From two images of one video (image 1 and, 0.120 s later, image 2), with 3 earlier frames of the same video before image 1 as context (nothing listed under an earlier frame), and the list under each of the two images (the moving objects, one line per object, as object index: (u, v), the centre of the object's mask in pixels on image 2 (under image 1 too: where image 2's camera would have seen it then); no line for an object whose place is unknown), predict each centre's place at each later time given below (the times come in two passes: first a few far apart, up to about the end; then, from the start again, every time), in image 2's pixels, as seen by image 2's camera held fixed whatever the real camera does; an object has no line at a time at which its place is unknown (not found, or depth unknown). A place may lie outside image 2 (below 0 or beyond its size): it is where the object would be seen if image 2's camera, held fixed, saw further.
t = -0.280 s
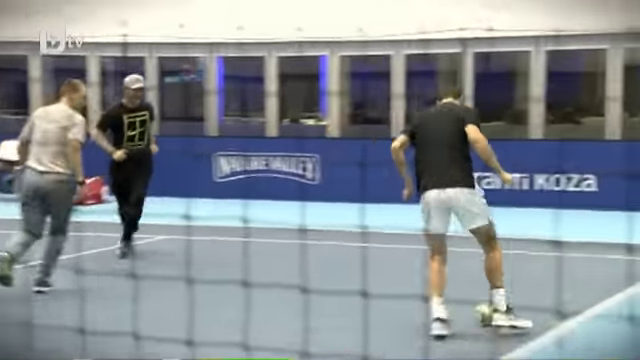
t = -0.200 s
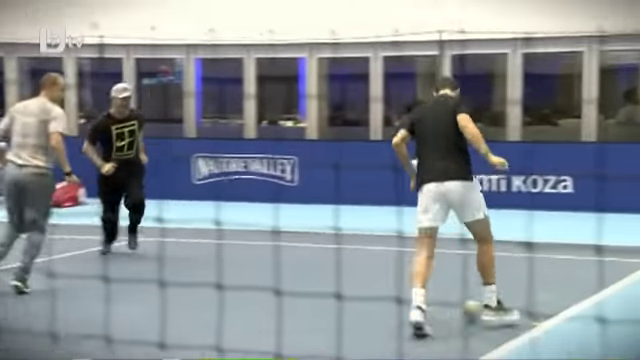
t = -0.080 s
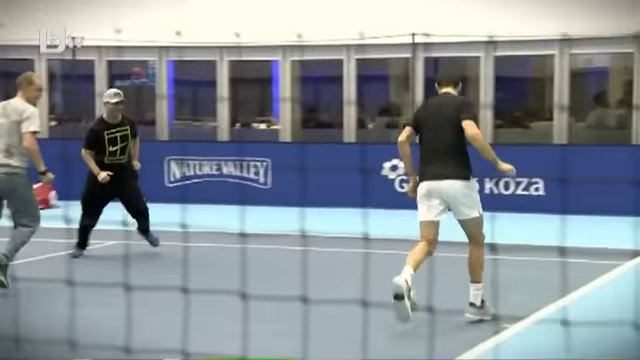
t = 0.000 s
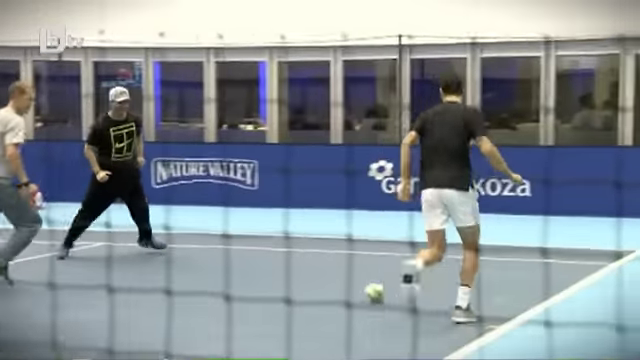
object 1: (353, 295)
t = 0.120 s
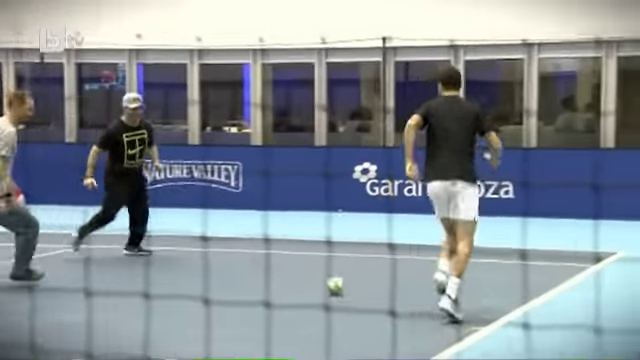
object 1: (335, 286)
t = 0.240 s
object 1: (320, 278)
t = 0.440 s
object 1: (298, 267)
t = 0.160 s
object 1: (331, 282)
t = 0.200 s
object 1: (325, 280)
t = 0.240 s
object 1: (320, 278)
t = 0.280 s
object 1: (316, 274)
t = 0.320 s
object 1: (312, 272)
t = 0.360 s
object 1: (307, 273)
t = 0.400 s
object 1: (303, 270)
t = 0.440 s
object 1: (298, 267)
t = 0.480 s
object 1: (294, 267)
